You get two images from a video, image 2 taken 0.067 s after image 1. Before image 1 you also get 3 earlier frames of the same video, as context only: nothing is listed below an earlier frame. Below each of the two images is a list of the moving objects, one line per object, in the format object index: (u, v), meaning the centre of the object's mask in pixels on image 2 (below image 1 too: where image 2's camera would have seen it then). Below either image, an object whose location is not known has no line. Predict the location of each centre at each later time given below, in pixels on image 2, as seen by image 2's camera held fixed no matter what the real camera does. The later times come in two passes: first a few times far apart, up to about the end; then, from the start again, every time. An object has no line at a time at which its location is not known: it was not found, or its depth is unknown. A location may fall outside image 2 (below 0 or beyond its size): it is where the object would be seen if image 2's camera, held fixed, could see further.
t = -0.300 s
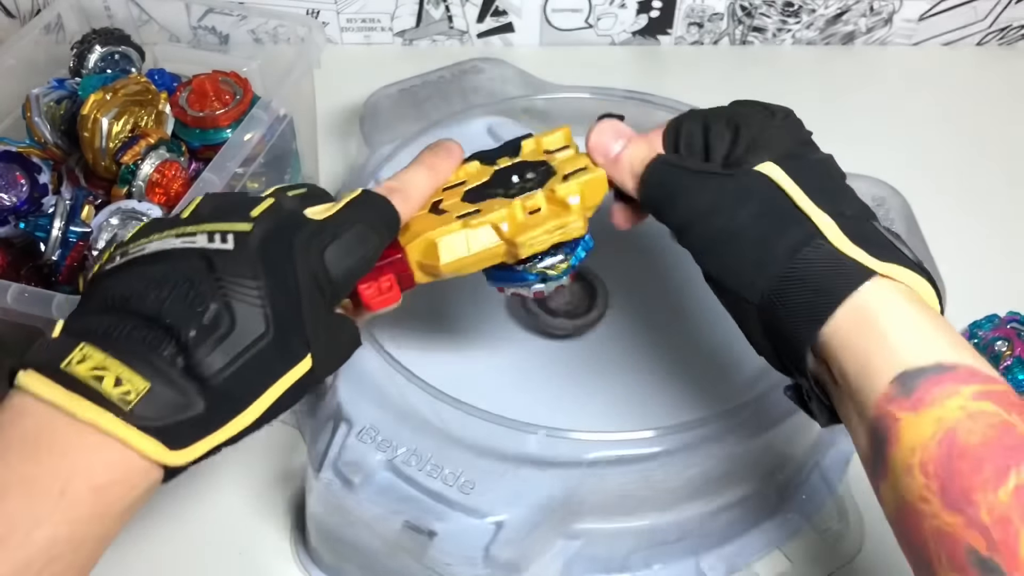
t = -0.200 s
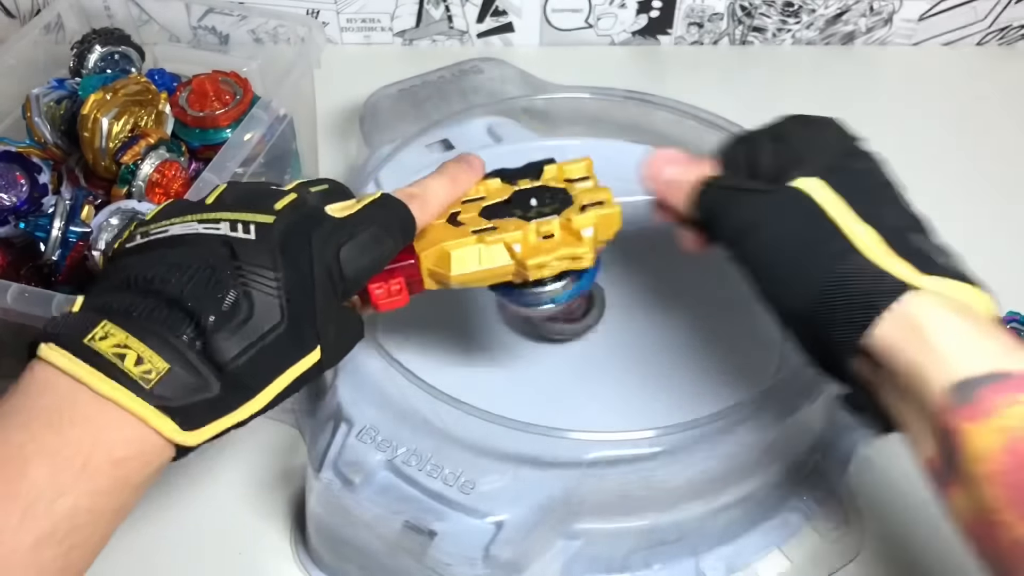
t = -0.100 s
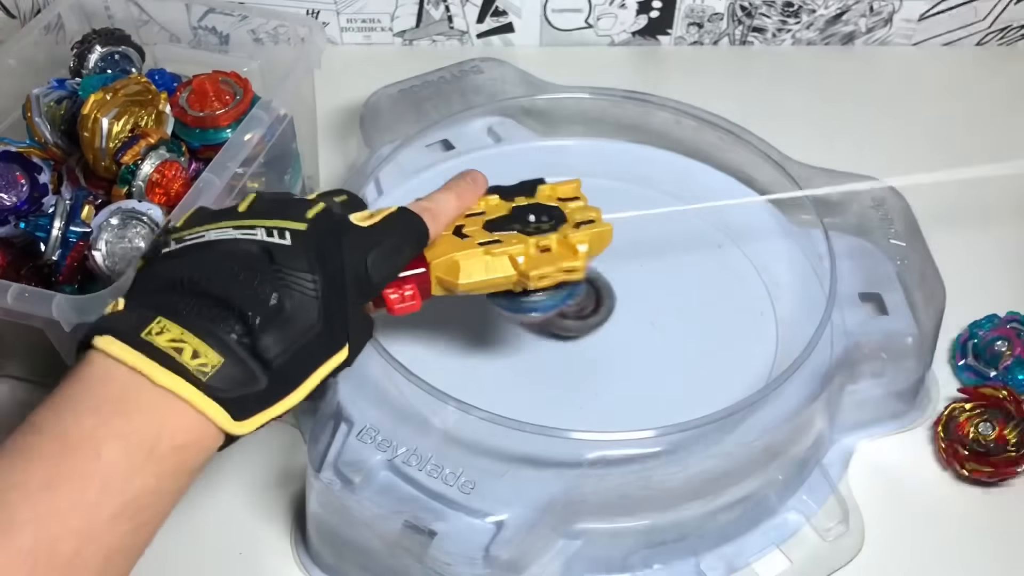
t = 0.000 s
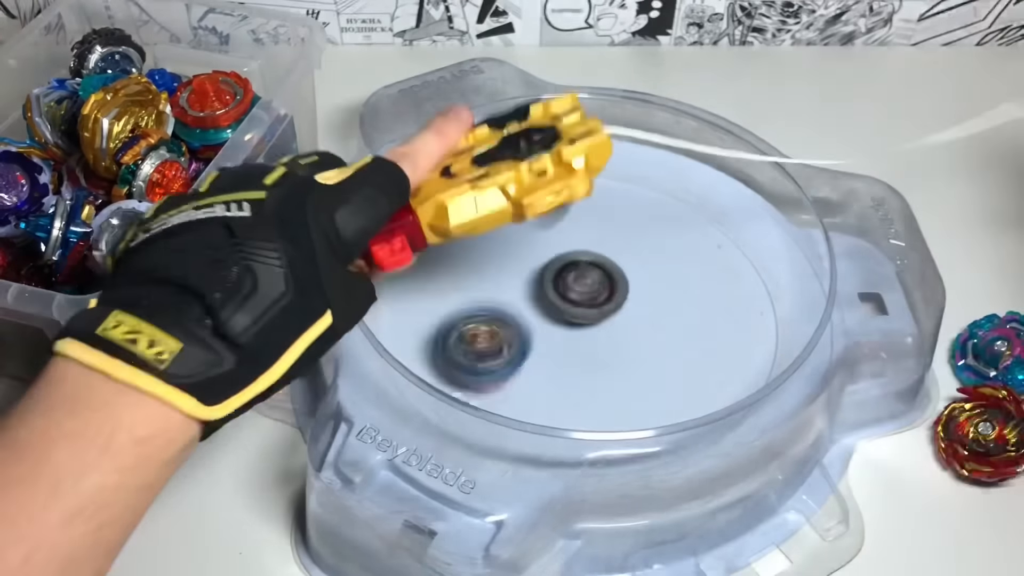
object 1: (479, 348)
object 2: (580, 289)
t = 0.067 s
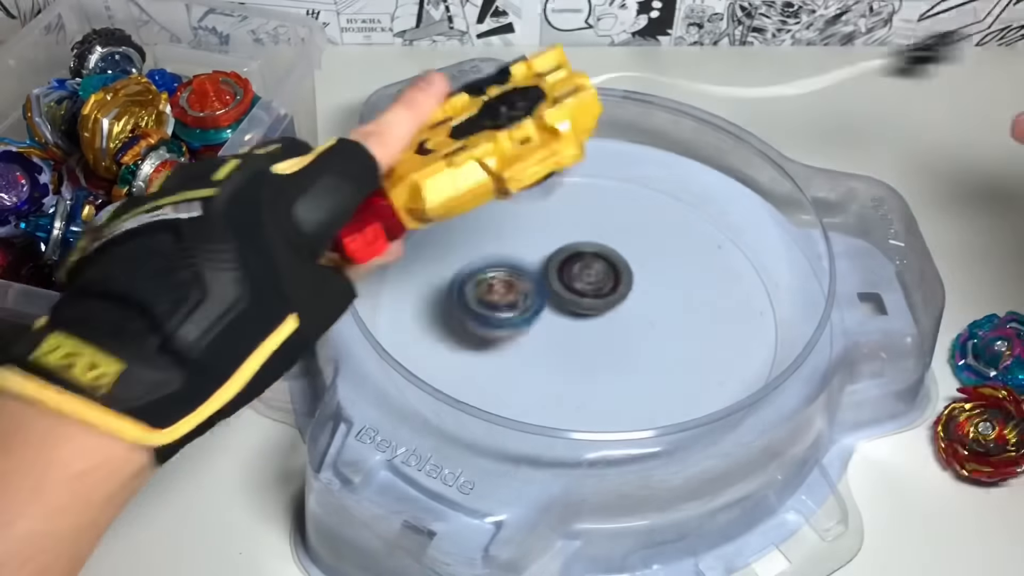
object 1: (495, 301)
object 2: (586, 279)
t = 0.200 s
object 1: (521, 312)
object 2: (600, 251)
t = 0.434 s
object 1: (489, 369)
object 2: (678, 156)
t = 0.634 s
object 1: (627, 387)
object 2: (628, 186)
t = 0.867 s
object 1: (712, 256)
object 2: (513, 305)
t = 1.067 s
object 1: (589, 168)
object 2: (547, 402)
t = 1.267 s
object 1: (422, 216)
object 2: (710, 391)
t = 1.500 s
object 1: (489, 424)
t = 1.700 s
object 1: (776, 321)
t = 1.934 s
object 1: (524, 165)
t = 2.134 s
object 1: (387, 305)
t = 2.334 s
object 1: (580, 437)
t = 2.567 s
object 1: (769, 291)
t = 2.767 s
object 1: (612, 164)
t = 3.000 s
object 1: (421, 238)
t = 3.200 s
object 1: (500, 387)
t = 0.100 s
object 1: (506, 281)
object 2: (589, 274)
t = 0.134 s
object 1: (513, 281)
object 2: (595, 268)
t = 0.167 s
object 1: (523, 289)
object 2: (594, 262)
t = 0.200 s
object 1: (521, 312)
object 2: (600, 251)
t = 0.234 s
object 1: (508, 310)
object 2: (623, 232)
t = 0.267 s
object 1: (496, 311)
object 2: (643, 214)
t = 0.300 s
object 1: (484, 324)
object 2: (658, 195)
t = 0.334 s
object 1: (475, 348)
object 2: (668, 184)
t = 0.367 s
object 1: (475, 359)
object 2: (676, 171)
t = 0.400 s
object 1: (481, 358)
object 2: (679, 164)
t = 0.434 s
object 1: (489, 369)
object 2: (678, 156)
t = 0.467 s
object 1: (499, 392)
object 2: (676, 160)
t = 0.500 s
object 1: (519, 391)
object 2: (670, 156)
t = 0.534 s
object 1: (543, 389)
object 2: (662, 162)
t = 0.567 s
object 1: (568, 400)
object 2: (655, 165)
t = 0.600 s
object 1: (597, 396)
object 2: (644, 171)
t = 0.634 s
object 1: (627, 387)
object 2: (628, 186)
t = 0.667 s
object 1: (657, 386)
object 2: (613, 200)
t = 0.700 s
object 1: (680, 365)
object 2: (592, 216)
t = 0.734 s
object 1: (698, 348)
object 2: (571, 234)
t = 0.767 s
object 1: (711, 328)
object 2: (554, 251)
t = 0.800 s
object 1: (717, 303)
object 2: (537, 270)
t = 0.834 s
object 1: (718, 281)
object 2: (523, 288)
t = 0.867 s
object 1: (712, 256)
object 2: (513, 305)
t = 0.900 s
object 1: (700, 234)
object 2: (505, 326)
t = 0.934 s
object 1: (685, 215)
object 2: (505, 340)
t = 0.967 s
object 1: (666, 198)
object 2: (506, 360)
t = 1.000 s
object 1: (644, 184)
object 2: (515, 375)
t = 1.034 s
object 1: (617, 174)
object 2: (528, 389)
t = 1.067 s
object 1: (589, 168)
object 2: (547, 402)
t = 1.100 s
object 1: (559, 163)
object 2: (569, 409)
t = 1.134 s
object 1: (530, 165)
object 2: (598, 401)
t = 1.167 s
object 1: (501, 174)
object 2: (625, 416)
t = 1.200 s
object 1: (473, 183)
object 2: (654, 412)
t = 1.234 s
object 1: (446, 199)
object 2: (684, 403)
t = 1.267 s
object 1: (422, 216)
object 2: (710, 391)
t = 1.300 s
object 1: (403, 239)
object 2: (735, 377)
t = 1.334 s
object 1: (388, 266)
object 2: (757, 355)
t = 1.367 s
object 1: (384, 295)
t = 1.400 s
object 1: (391, 329)
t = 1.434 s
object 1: (407, 364)
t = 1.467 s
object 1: (441, 396)
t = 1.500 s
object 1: (489, 424)
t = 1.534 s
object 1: (547, 441)
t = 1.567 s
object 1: (612, 445)
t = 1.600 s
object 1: (675, 429)
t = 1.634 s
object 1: (727, 403)
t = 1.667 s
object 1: (762, 365)
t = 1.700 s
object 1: (776, 321)
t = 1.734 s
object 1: (772, 278)
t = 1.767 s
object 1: (750, 236)
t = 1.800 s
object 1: (715, 203)
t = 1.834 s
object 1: (670, 180)
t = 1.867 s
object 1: (622, 164)
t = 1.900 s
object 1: (570, 160)
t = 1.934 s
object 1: (524, 165)
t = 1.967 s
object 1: (482, 178)
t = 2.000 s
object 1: (446, 196)
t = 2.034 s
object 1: (417, 219)
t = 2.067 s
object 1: (400, 247)
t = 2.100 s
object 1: (389, 276)
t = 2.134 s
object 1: (387, 305)
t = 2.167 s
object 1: (395, 335)
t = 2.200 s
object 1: (412, 366)
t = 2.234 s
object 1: (441, 394)
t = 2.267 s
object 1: (481, 416)
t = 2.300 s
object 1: (529, 432)
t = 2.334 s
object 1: (580, 437)
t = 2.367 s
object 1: (630, 433)
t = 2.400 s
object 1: (676, 423)
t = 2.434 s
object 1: (715, 405)
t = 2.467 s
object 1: (743, 380)
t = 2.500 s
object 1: (762, 352)
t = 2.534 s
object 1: (769, 321)
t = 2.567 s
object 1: (769, 291)
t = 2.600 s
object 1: (757, 259)
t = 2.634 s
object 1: (740, 231)
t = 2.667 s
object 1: (718, 204)
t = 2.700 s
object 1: (685, 185)
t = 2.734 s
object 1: (648, 173)
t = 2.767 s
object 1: (612, 164)
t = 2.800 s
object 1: (575, 162)
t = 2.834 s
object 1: (539, 164)
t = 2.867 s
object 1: (508, 169)
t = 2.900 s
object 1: (479, 180)
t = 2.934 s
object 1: (454, 194)
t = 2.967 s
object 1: (434, 215)
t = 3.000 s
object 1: (421, 238)
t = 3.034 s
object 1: (414, 264)
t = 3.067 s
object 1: (416, 290)
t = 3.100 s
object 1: (425, 319)
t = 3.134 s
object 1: (443, 345)
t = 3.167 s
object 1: (468, 369)
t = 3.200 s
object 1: (500, 387)
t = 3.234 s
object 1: (537, 401)
